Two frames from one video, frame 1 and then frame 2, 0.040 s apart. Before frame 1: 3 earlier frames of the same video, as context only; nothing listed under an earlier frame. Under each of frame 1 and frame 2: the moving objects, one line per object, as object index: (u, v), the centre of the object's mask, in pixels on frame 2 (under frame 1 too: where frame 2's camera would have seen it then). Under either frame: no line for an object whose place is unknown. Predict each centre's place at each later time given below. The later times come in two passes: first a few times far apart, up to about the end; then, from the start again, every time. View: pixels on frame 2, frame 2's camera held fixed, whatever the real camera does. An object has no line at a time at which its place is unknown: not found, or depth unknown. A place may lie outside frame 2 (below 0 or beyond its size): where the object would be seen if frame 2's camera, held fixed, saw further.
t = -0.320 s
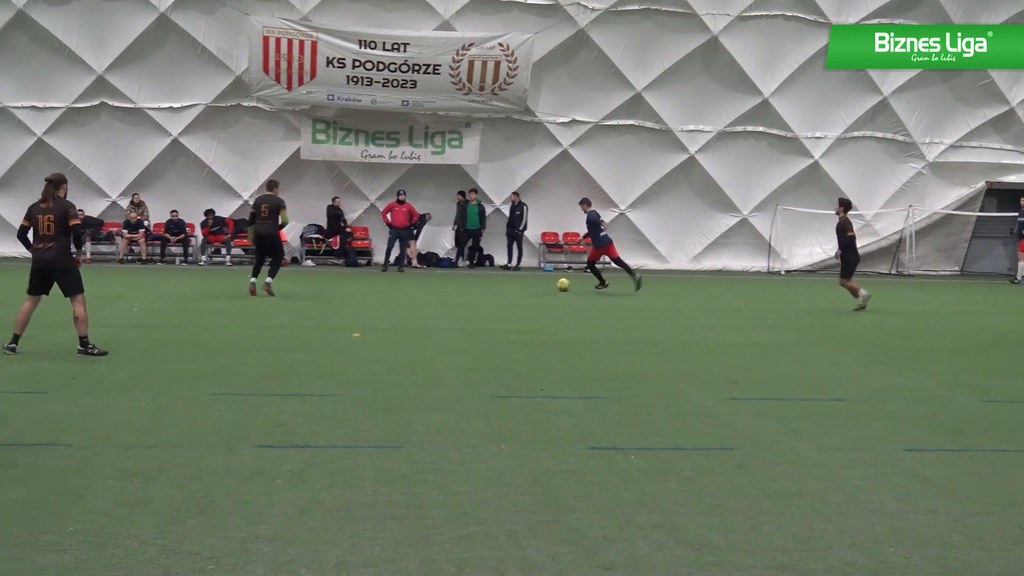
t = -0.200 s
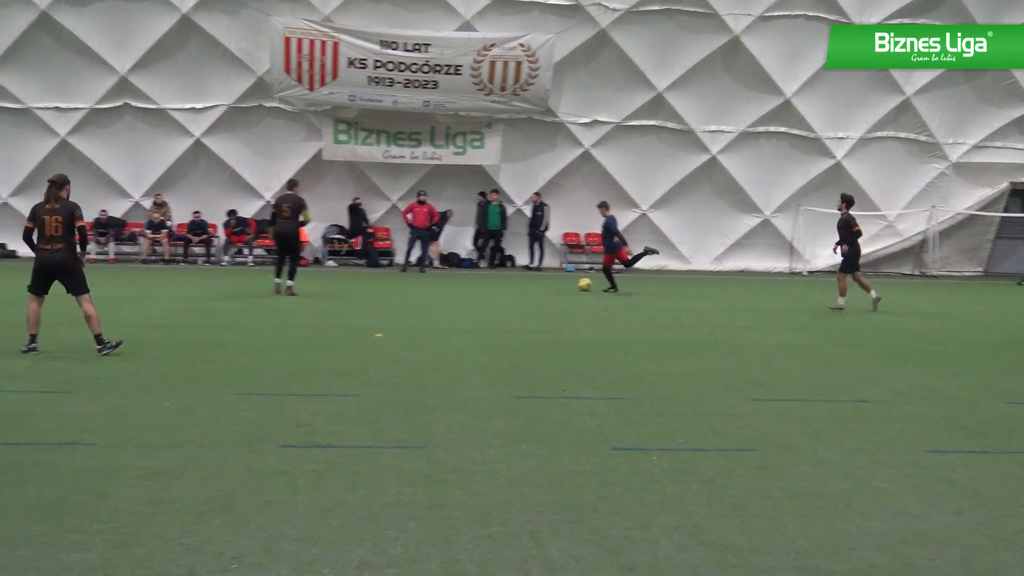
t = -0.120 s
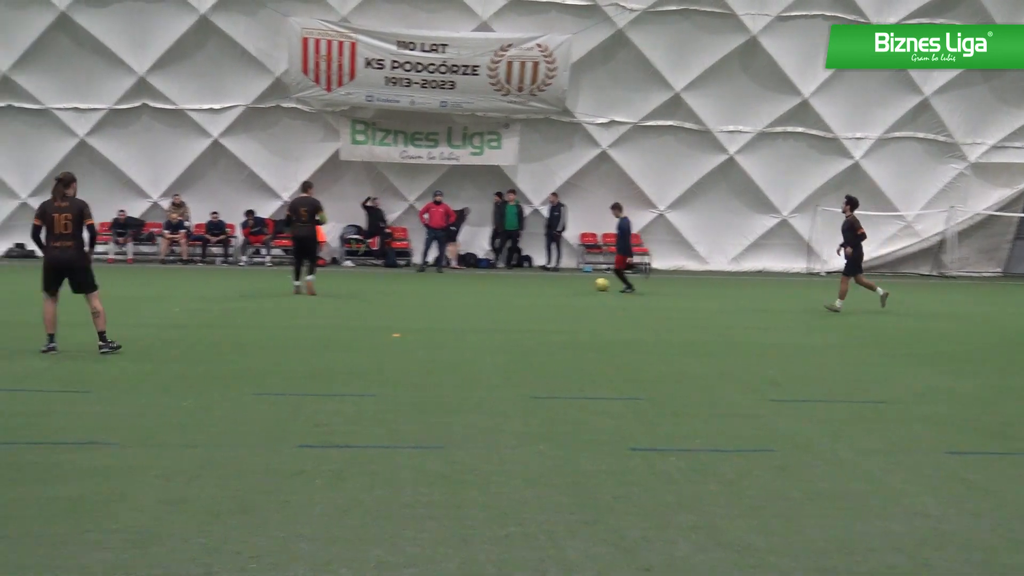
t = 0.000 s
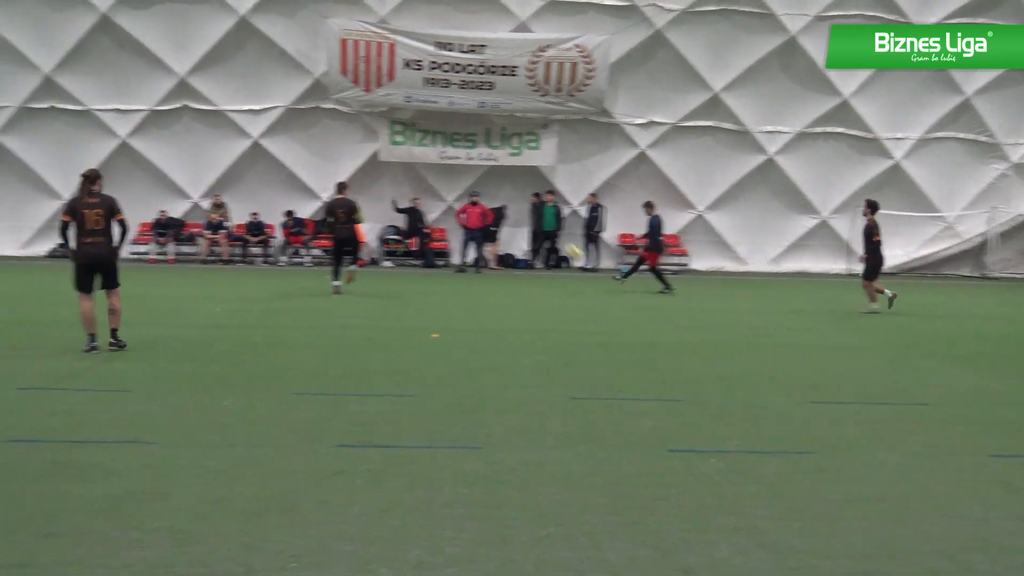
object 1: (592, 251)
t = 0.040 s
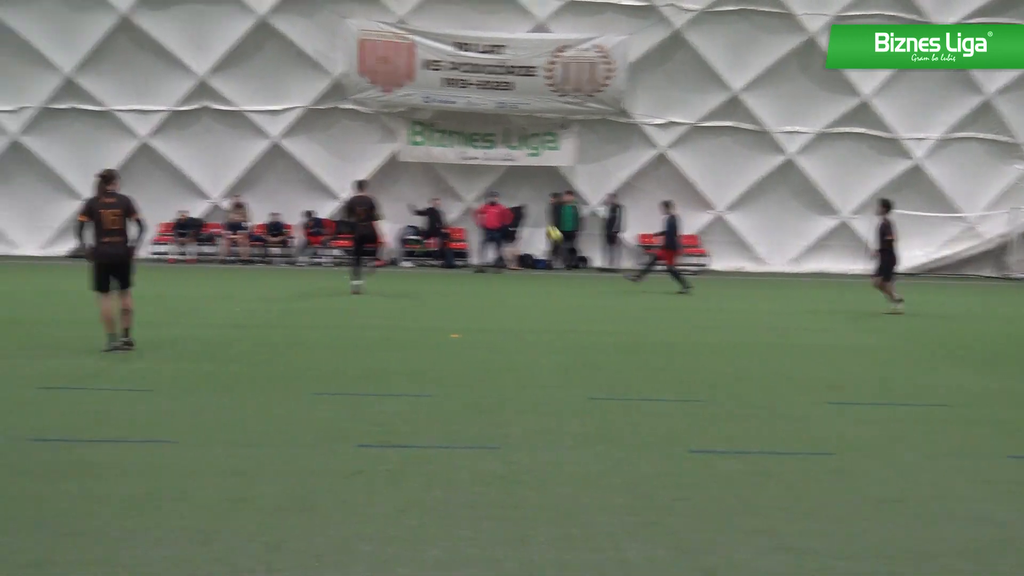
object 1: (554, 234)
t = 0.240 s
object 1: (368, 152)
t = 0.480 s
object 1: (138, 67)
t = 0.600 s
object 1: (20, 30)
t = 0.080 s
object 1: (517, 216)
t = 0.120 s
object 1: (480, 198)
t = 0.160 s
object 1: (443, 182)
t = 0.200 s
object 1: (404, 167)
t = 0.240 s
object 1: (368, 152)
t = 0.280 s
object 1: (330, 137)
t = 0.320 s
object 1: (292, 122)
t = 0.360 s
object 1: (253, 109)
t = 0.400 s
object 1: (215, 94)
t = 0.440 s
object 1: (177, 80)
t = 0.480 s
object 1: (138, 67)
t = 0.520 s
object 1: (99, 54)
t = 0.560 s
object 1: (60, 42)
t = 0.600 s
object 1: (20, 30)
